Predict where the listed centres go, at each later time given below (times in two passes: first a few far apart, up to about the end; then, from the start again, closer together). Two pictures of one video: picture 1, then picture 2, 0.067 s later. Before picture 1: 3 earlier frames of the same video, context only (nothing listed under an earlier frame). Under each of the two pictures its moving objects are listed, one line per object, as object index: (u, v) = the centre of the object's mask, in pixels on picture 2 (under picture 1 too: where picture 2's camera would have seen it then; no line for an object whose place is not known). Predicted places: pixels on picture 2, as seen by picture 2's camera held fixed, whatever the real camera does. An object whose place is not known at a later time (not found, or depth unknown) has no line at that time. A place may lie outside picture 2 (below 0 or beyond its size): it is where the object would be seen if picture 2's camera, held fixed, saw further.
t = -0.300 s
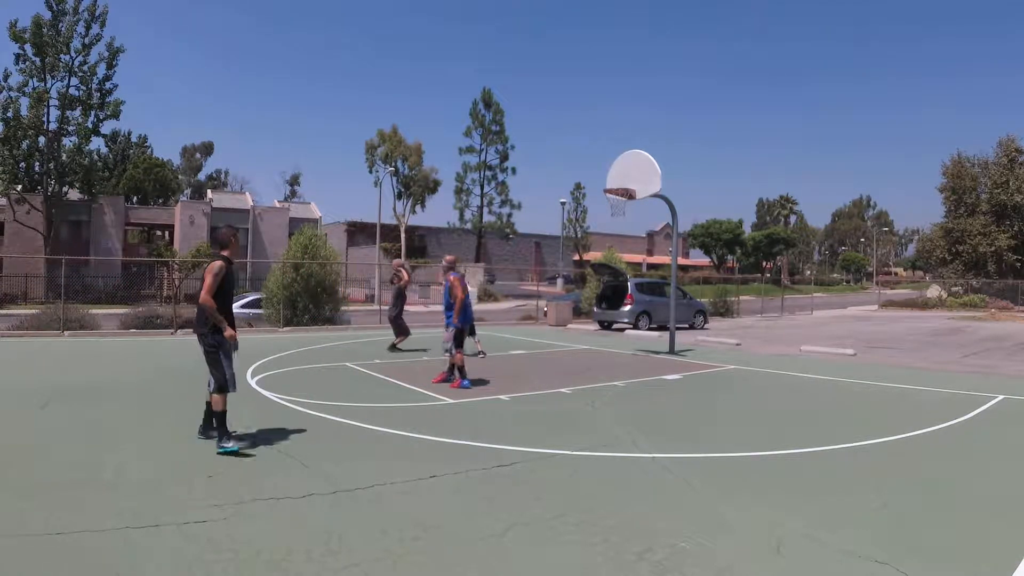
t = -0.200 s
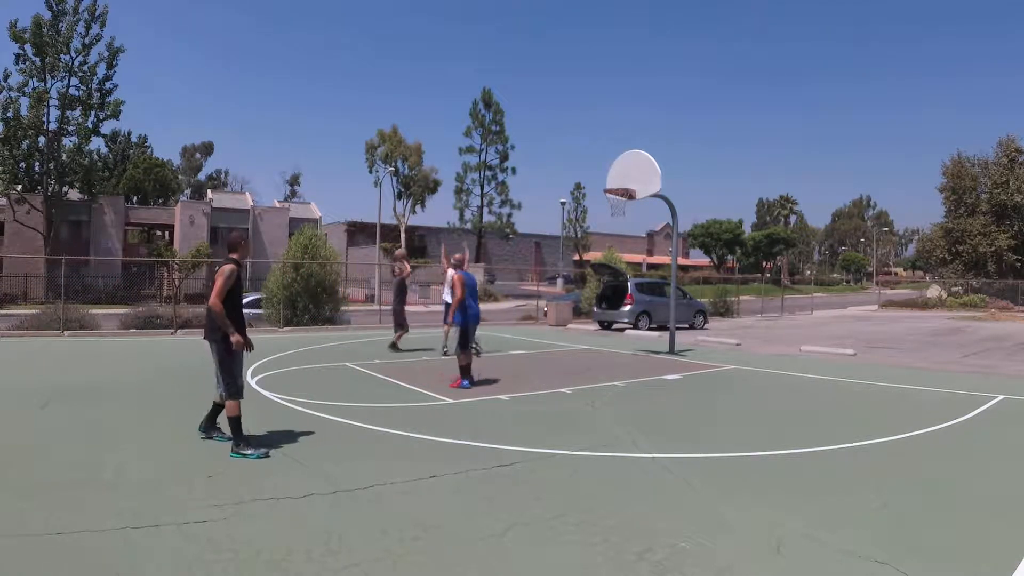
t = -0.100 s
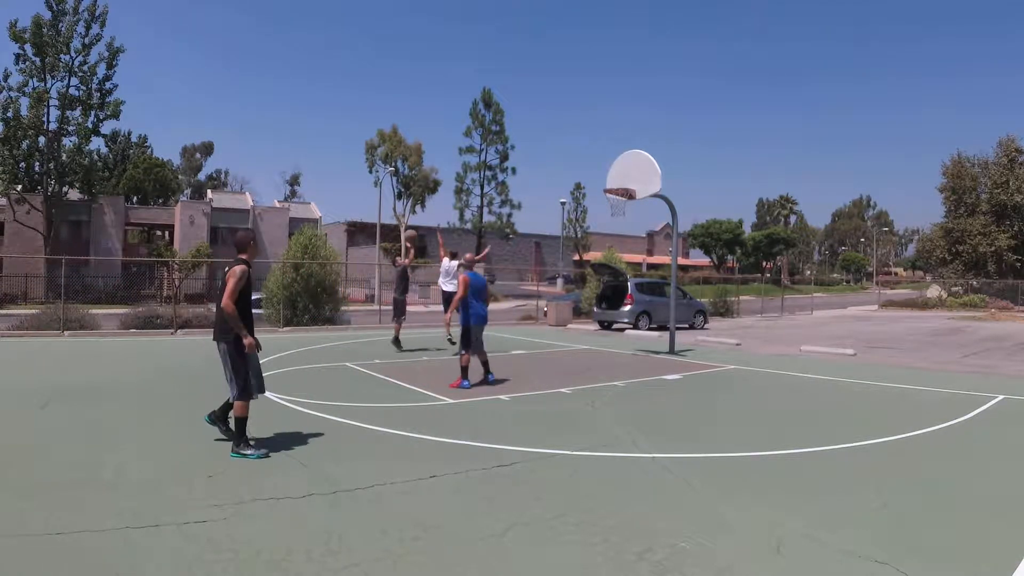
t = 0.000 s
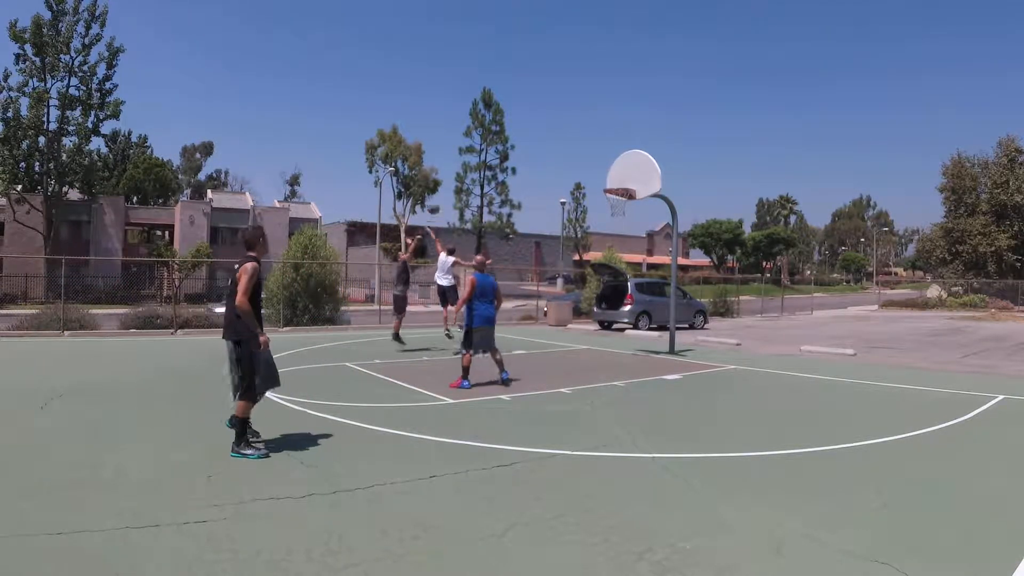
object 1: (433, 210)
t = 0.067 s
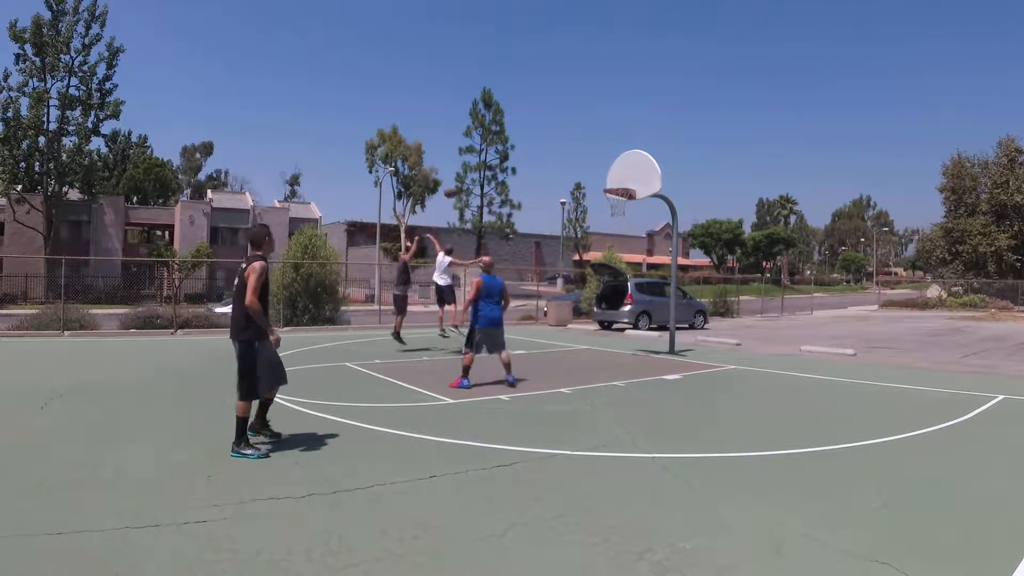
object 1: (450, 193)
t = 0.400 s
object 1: (531, 145)
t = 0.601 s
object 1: (580, 145)
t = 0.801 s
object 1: (617, 163)
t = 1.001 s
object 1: (613, 173)
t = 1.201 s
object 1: (604, 154)
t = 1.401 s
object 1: (595, 157)
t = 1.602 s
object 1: (588, 179)
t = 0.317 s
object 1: (508, 154)
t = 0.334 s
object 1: (516, 150)
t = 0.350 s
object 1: (519, 149)
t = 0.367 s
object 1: (523, 148)
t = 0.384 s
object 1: (527, 147)
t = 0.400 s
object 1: (531, 145)
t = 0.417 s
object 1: (535, 145)
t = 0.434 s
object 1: (539, 144)
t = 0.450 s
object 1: (543, 143)
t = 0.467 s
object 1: (547, 143)
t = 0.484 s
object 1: (552, 143)
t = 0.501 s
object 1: (556, 143)
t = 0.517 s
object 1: (560, 143)
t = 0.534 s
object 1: (564, 143)
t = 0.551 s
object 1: (568, 143)
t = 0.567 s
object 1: (572, 144)
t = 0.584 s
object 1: (576, 144)
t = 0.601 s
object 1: (580, 145)
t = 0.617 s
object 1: (584, 146)
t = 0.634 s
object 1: (588, 147)
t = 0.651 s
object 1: (592, 148)
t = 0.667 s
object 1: (596, 150)
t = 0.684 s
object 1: (600, 151)
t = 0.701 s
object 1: (604, 153)
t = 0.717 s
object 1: (609, 154)
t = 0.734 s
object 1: (612, 156)
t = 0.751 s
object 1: (617, 159)
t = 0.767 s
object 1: (617, 160)
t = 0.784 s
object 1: (617, 161)
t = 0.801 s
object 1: (617, 163)
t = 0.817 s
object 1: (617, 165)
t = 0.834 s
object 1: (617, 168)
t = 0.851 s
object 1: (616, 170)
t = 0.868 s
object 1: (616, 173)
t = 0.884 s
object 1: (616, 175)
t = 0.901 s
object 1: (616, 178)
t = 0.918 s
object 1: (615, 181)
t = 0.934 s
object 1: (615, 183)
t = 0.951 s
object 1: (615, 181)
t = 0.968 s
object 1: (613, 178)
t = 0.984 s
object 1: (613, 175)
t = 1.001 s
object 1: (613, 173)
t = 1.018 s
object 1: (612, 171)
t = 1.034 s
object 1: (611, 168)
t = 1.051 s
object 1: (610, 166)
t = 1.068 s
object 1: (609, 164)
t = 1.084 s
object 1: (609, 162)
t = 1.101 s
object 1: (608, 161)
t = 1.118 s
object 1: (607, 159)
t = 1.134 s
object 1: (607, 158)
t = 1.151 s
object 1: (606, 156)
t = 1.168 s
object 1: (605, 155)
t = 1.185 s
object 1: (605, 154)
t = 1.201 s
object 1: (604, 154)
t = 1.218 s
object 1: (603, 153)
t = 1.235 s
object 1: (603, 153)
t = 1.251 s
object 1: (602, 153)
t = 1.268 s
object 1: (601, 153)
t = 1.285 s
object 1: (600, 153)
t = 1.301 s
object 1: (599, 153)
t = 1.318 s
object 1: (599, 153)
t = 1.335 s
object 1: (598, 154)
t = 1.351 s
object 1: (597, 154)
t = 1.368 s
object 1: (597, 155)
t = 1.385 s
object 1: (596, 156)
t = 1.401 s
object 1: (595, 157)
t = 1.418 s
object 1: (595, 158)
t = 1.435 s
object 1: (594, 159)
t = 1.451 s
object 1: (593, 160)
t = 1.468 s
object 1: (593, 162)
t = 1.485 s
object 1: (592, 164)
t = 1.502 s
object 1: (591, 165)
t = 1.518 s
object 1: (591, 168)
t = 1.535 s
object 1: (590, 170)
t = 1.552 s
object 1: (589, 172)
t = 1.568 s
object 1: (589, 174)
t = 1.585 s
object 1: (588, 177)
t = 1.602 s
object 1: (588, 179)
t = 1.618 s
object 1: (587, 182)
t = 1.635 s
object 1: (586, 185)
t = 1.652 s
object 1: (585, 188)
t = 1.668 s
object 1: (585, 191)
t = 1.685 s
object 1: (585, 194)
